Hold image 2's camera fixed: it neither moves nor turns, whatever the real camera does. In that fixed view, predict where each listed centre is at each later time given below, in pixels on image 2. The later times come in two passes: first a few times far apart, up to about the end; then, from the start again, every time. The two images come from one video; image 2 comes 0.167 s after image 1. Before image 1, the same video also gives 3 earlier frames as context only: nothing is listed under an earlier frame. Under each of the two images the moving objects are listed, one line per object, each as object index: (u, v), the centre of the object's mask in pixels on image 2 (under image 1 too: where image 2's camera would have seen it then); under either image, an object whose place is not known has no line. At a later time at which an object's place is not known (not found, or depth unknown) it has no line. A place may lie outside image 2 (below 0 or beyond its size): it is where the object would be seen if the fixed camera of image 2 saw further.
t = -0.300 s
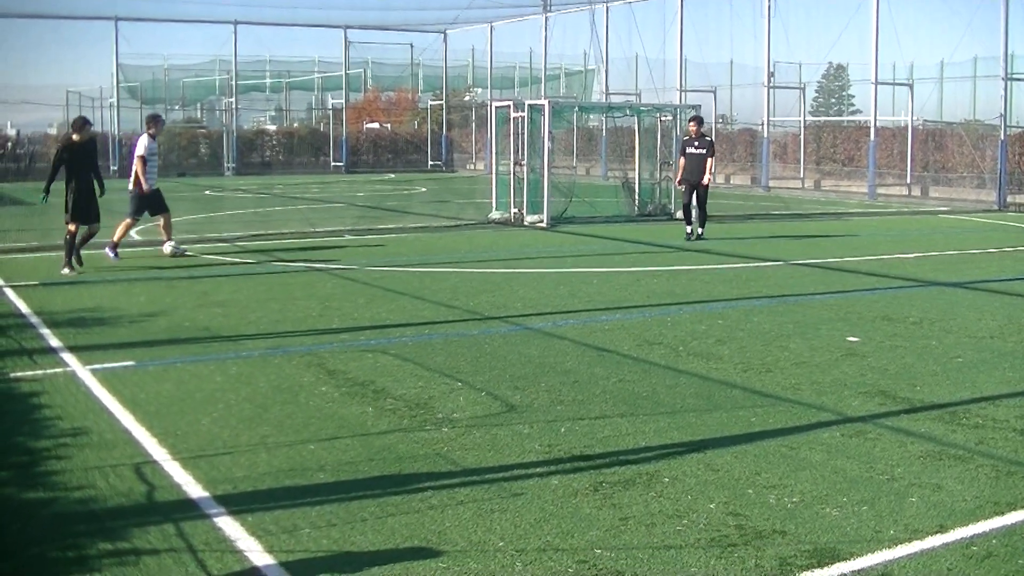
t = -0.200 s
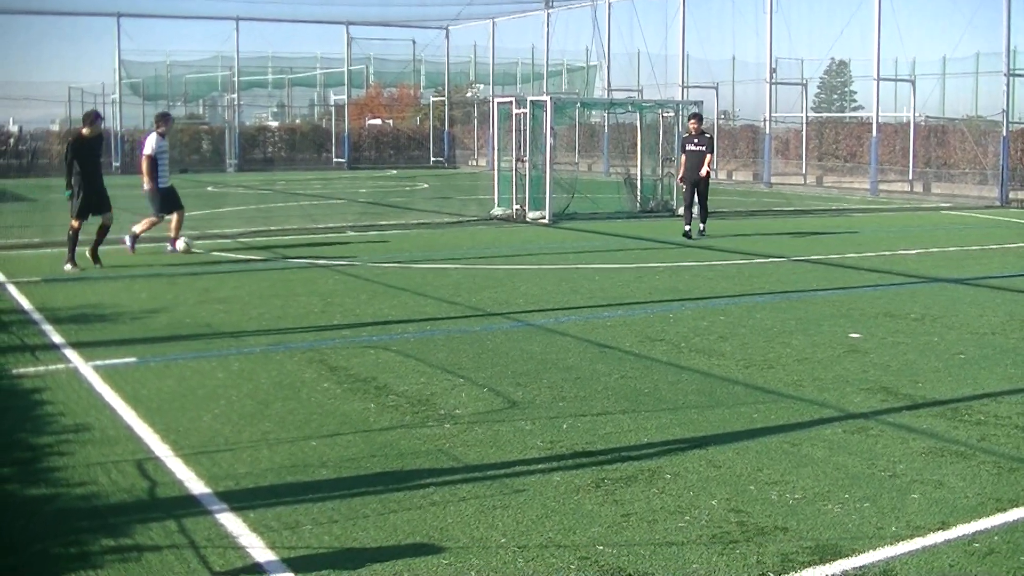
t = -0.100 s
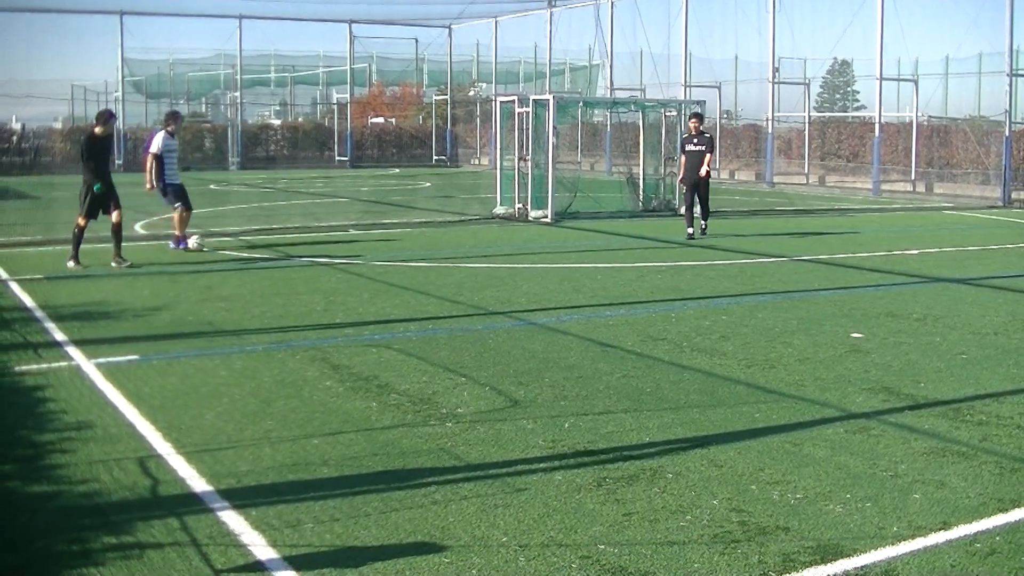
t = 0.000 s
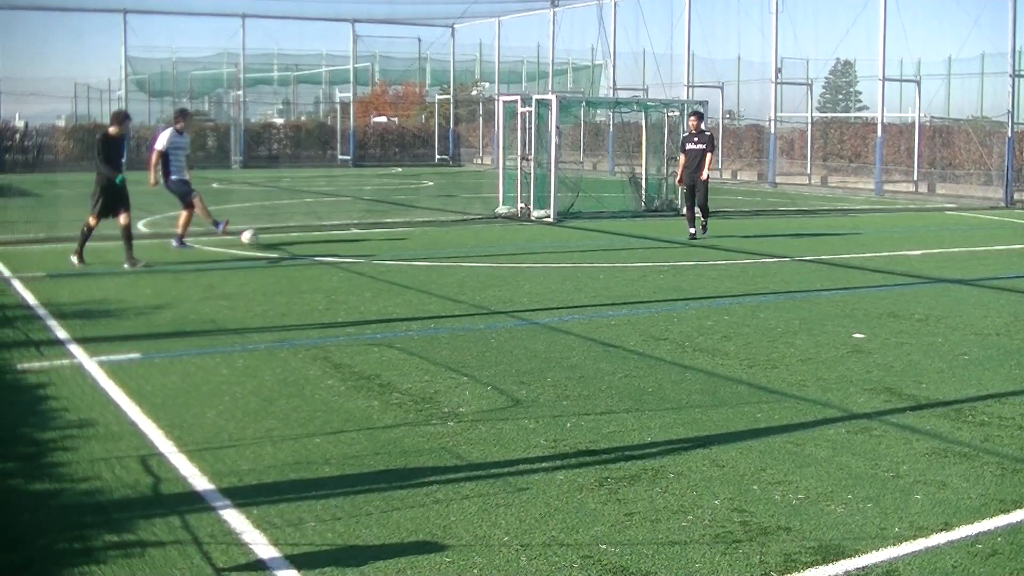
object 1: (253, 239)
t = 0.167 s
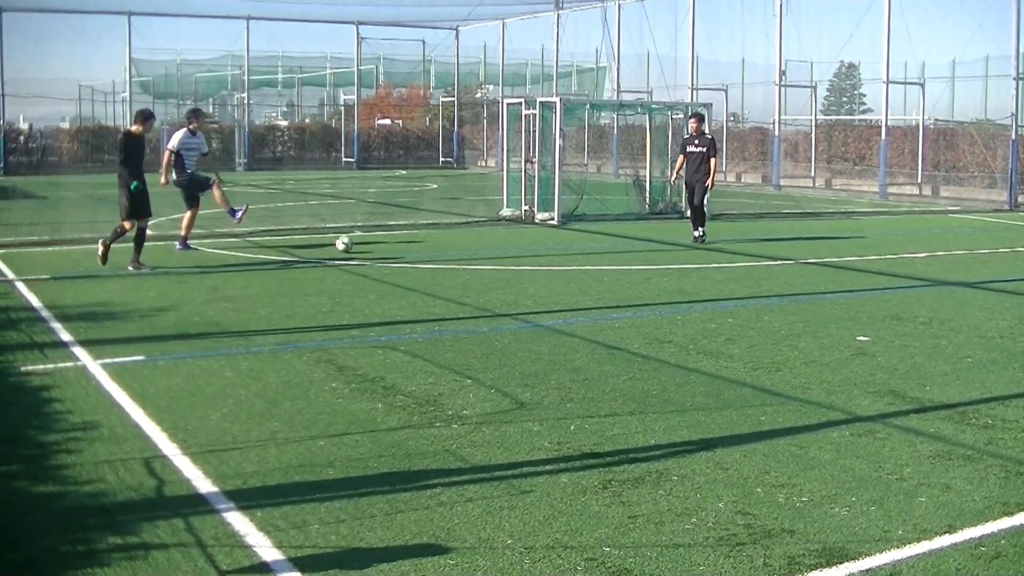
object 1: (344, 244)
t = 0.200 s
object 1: (359, 243)
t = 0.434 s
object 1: (455, 245)
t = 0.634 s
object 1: (521, 244)
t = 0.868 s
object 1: (597, 246)
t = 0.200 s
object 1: (359, 243)
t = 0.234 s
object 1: (375, 243)
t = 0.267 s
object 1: (390, 245)
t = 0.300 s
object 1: (403, 244)
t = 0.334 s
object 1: (415, 243)
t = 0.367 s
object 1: (429, 242)
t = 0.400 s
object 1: (441, 243)
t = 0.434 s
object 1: (455, 245)
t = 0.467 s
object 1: (466, 245)
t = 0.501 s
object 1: (476, 244)
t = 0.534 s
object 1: (488, 244)
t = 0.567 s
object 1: (499, 245)
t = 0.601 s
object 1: (510, 245)
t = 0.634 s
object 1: (521, 244)
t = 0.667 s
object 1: (532, 244)
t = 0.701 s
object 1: (543, 245)
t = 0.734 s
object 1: (553, 246)
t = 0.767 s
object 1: (565, 246)
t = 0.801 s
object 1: (575, 245)
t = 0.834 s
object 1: (585, 245)
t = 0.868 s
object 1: (597, 246)
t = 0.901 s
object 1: (607, 245)
